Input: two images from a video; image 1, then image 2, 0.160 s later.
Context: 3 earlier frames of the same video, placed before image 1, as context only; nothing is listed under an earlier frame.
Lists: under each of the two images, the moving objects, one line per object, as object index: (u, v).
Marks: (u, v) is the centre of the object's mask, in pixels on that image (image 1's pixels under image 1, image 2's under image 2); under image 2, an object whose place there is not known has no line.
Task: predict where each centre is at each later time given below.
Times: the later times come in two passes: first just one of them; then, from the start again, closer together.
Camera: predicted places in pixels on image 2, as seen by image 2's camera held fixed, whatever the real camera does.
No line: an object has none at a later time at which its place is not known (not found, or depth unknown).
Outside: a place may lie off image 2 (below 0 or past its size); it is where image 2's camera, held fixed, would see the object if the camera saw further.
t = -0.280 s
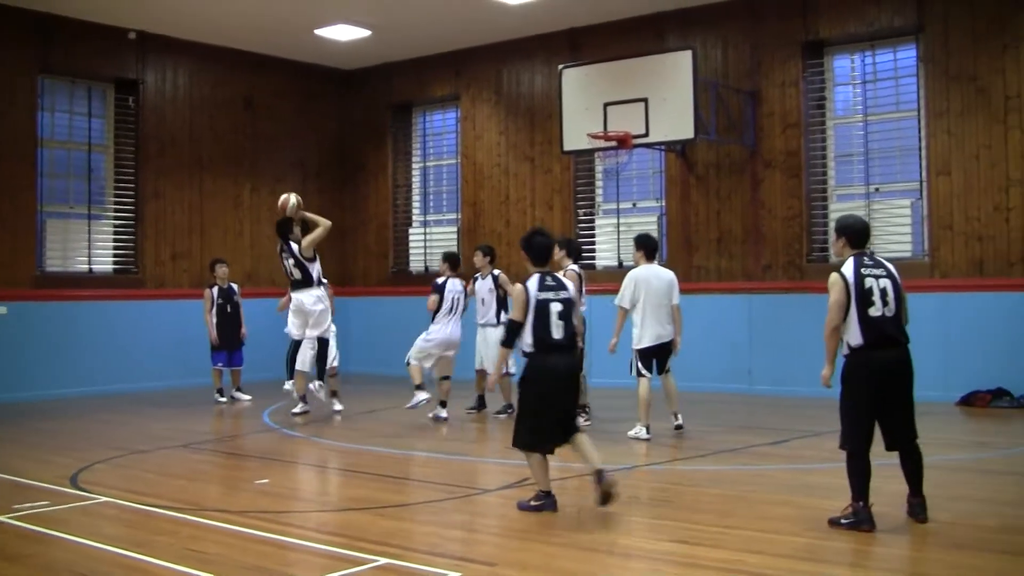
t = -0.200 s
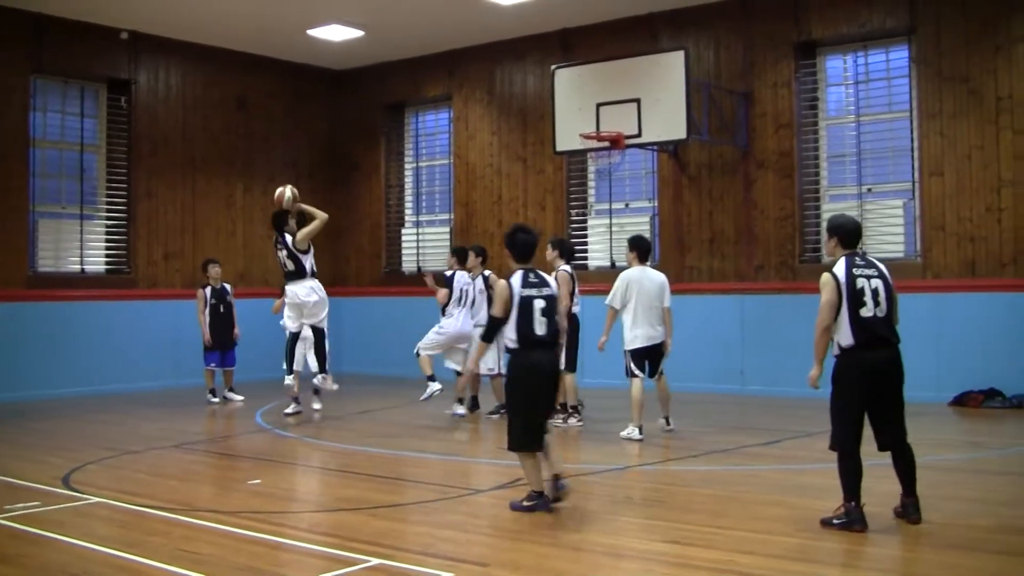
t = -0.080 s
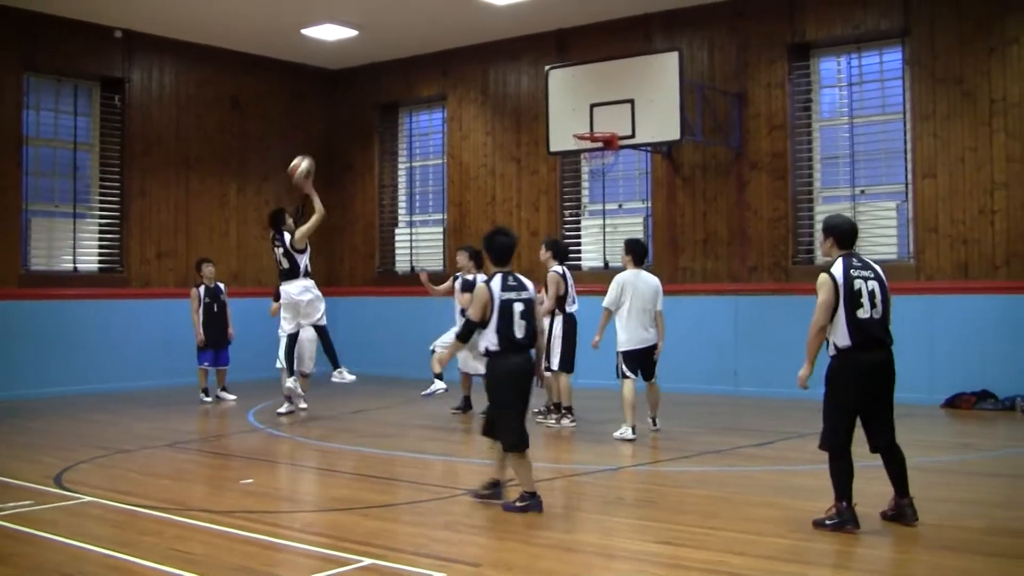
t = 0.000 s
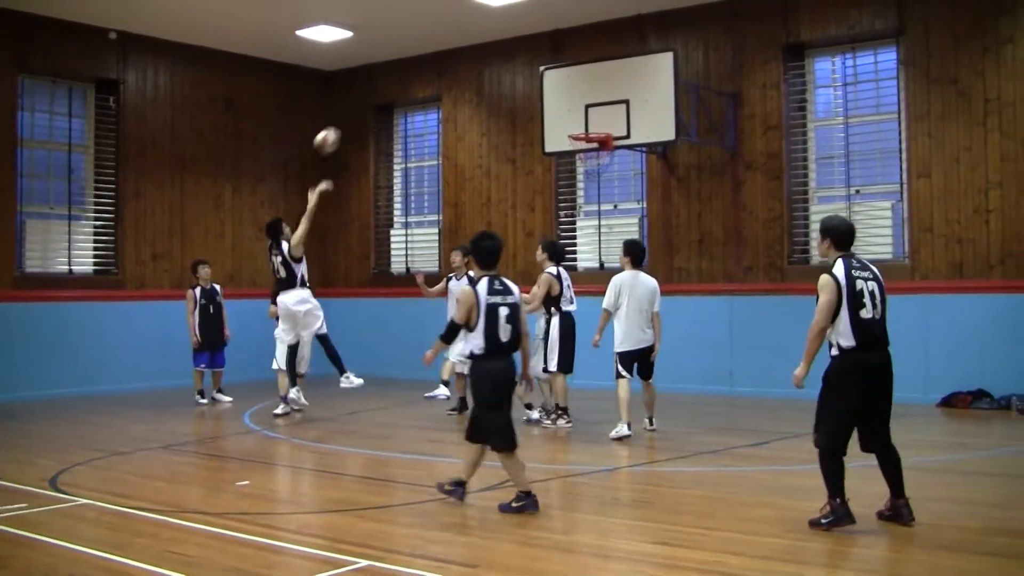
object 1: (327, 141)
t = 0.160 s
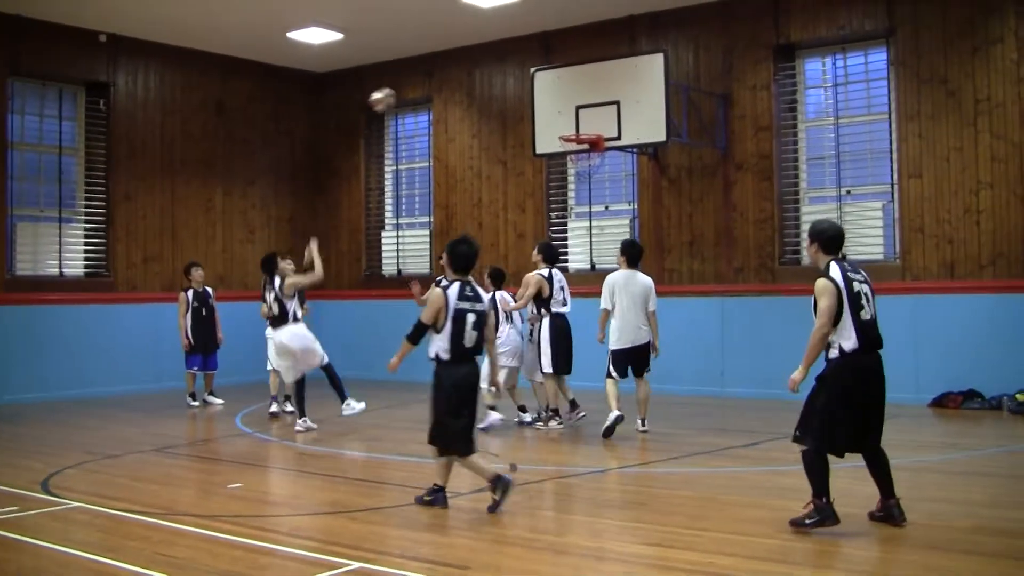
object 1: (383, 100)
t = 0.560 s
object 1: (531, 101)
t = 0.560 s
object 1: (531, 101)
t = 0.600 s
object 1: (547, 110)
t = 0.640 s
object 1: (561, 120)
